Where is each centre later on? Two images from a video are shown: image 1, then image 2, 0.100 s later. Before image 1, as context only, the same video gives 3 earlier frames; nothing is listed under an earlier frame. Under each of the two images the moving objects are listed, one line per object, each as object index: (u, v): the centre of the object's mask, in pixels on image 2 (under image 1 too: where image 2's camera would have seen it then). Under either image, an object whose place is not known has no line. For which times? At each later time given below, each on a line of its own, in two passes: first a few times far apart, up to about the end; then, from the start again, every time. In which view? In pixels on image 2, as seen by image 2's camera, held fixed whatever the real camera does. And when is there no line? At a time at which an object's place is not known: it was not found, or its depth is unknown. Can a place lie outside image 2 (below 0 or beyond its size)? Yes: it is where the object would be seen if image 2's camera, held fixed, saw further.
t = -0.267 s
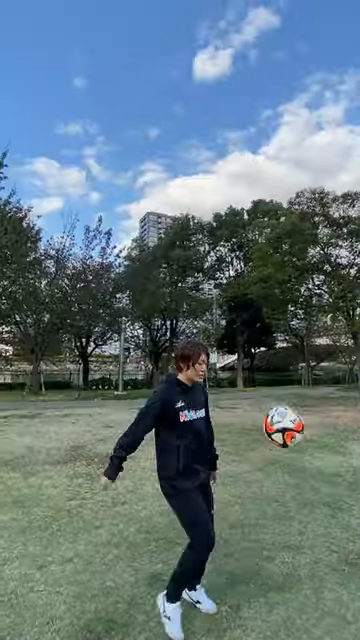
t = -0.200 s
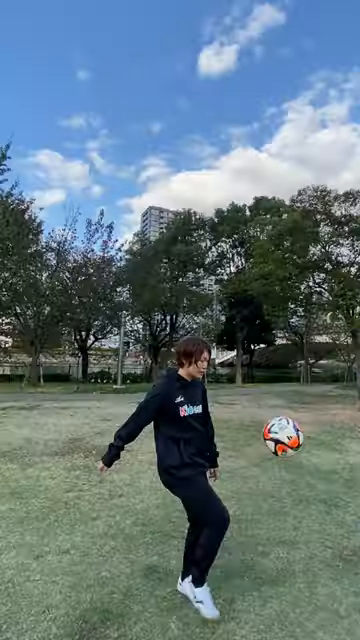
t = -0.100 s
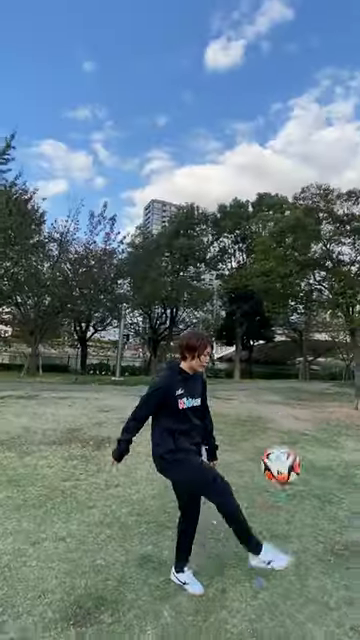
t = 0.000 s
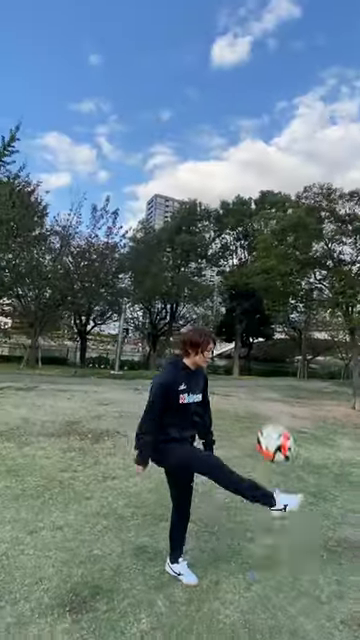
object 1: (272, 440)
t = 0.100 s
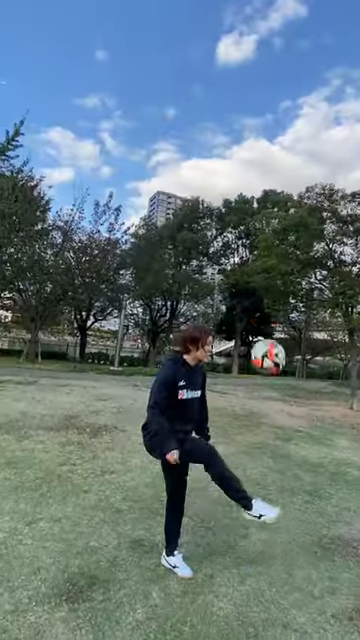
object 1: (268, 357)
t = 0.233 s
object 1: (262, 277)
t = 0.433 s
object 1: (250, 216)
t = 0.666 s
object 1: (233, 216)
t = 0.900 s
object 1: (211, 280)
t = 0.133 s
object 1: (266, 333)
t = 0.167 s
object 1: (265, 313)
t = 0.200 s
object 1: (263, 293)
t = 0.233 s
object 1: (262, 277)
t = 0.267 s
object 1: (261, 261)
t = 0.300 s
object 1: (257, 249)
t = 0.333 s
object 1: (257, 237)
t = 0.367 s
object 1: (254, 228)
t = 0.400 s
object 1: (252, 221)
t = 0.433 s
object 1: (250, 216)
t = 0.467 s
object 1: (248, 211)
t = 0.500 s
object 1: (245, 207)
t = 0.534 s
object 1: (244, 207)
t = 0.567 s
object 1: (241, 207)
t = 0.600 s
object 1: (238, 208)
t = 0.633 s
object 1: (235, 212)
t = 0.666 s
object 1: (233, 216)
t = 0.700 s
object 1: (231, 221)
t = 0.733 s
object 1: (228, 229)
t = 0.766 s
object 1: (225, 235)
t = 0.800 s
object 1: (220, 247)
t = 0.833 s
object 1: (218, 257)
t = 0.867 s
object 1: (215, 268)
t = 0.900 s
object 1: (211, 280)
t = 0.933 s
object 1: (208, 295)
